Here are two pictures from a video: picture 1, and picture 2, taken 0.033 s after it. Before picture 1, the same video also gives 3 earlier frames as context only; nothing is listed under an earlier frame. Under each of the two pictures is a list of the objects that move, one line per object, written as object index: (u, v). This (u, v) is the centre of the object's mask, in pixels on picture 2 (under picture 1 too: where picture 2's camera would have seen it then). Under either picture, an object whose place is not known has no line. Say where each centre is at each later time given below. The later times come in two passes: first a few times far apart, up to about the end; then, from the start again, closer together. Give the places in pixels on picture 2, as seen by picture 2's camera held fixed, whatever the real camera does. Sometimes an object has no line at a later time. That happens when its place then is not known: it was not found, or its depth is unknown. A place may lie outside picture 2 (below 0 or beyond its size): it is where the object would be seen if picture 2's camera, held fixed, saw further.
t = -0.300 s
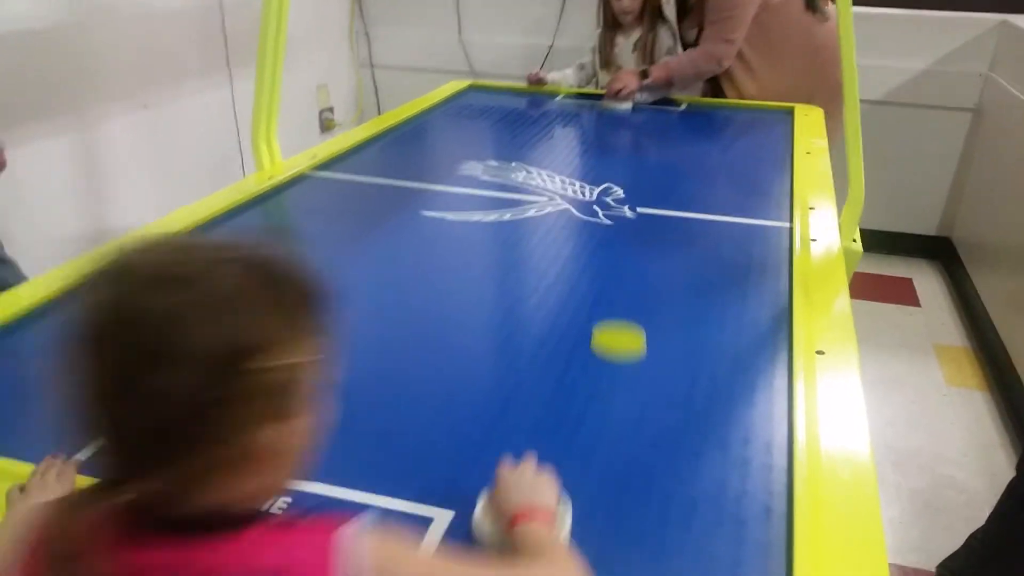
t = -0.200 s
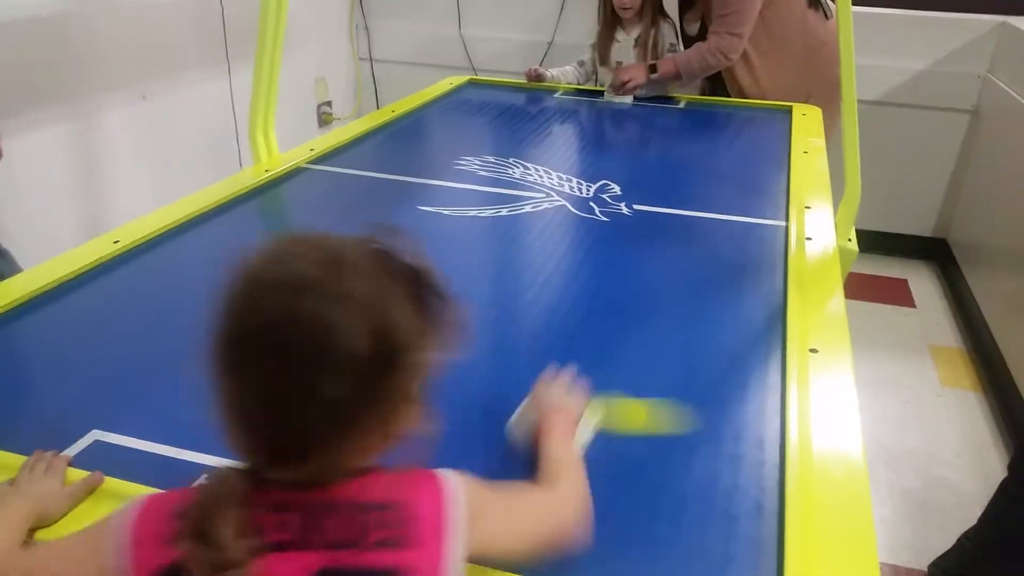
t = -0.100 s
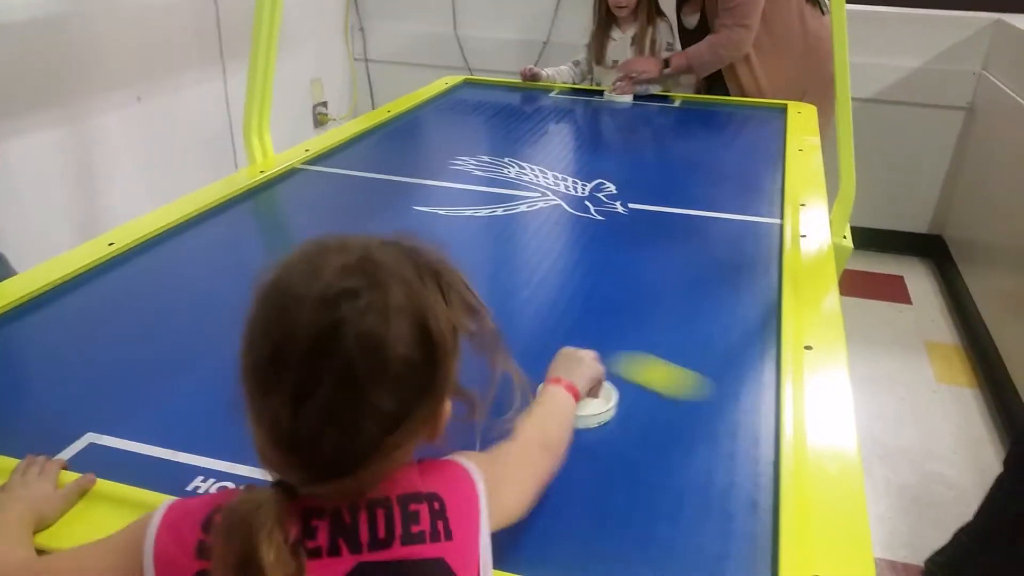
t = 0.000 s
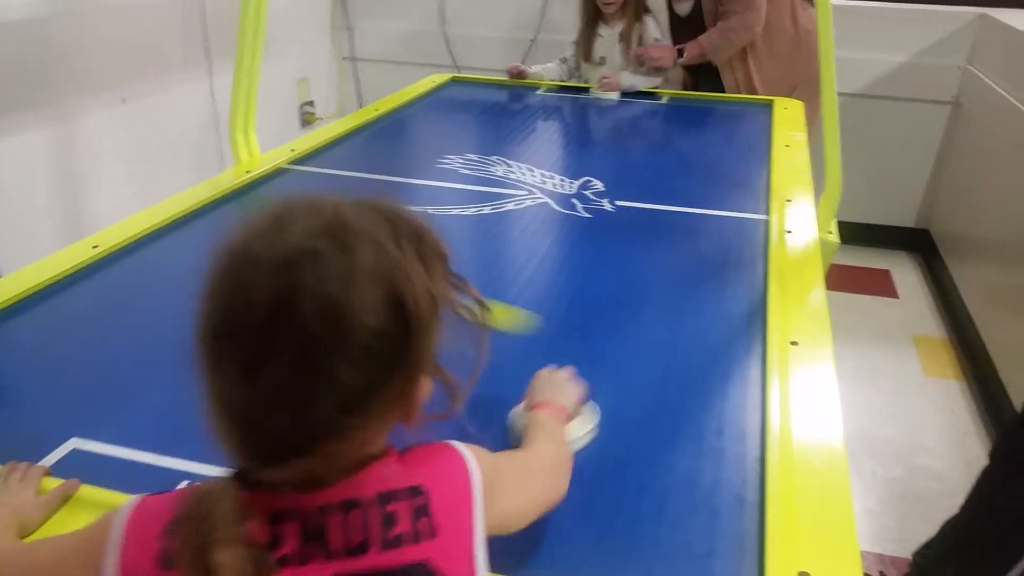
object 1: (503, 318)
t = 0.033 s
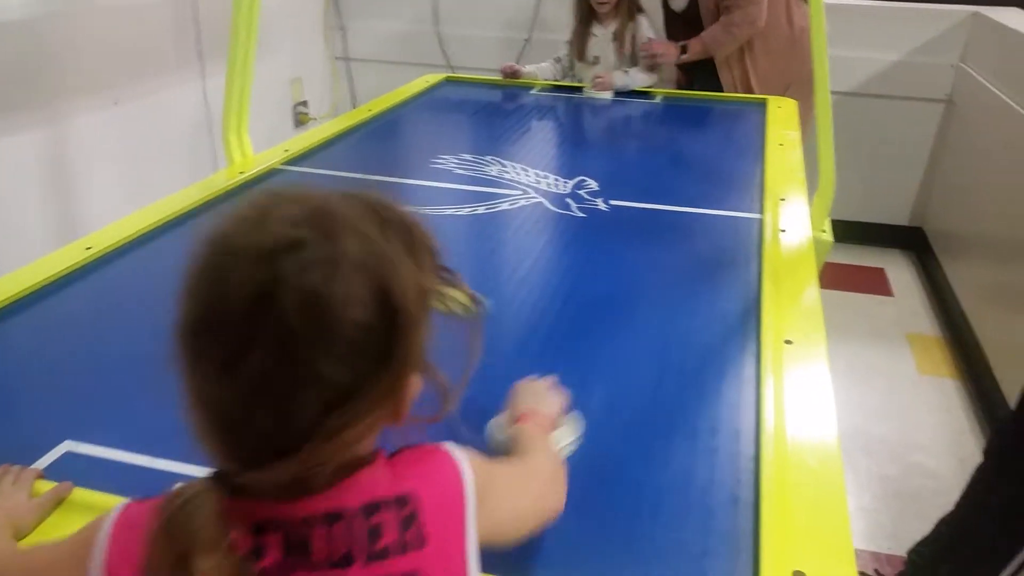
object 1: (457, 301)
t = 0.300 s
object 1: (245, 209)
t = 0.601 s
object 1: (564, 208)
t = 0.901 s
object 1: (660, 188)
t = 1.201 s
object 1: (470, 149)
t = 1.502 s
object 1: (420, 130)
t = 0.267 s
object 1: (219, 210)
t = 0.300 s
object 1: (245, 209)
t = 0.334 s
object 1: (280, 209)
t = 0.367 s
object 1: (318, 209)
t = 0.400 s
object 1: (356, 209)
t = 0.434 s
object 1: (388, 209)
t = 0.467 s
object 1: (422, 208)
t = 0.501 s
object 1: (462, 208)
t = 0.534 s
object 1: (496, 208)
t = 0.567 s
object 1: (532, 208)
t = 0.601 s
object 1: (564, 208)
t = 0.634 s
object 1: (598, 207)
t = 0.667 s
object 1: (630, 207)
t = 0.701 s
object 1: (666, 206)
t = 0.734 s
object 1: (699, 206)
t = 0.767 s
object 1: (731, 206)
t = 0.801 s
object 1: (736, 204)
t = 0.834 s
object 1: (709, 198)
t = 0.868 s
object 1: (684, 193)
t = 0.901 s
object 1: (660, 188)
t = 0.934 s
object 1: (635, 183)
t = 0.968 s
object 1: (613, 179)
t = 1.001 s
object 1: (590, 174)
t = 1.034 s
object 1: (570, 170)
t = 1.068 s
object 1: (550, 166)
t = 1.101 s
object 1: (527, 161)
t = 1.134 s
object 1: (506, 157)
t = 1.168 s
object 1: (488, 153)
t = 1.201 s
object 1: (470, 149)
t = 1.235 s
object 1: (450, 146)
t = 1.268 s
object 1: (432, 142)
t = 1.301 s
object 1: (414, 138)
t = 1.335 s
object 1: (397, 135)
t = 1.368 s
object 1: (381, 131)
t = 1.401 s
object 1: (371, 129)
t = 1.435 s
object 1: (383, 129)
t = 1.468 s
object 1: (402, 130)
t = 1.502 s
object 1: (420, 130)
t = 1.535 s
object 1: (437, 131)
